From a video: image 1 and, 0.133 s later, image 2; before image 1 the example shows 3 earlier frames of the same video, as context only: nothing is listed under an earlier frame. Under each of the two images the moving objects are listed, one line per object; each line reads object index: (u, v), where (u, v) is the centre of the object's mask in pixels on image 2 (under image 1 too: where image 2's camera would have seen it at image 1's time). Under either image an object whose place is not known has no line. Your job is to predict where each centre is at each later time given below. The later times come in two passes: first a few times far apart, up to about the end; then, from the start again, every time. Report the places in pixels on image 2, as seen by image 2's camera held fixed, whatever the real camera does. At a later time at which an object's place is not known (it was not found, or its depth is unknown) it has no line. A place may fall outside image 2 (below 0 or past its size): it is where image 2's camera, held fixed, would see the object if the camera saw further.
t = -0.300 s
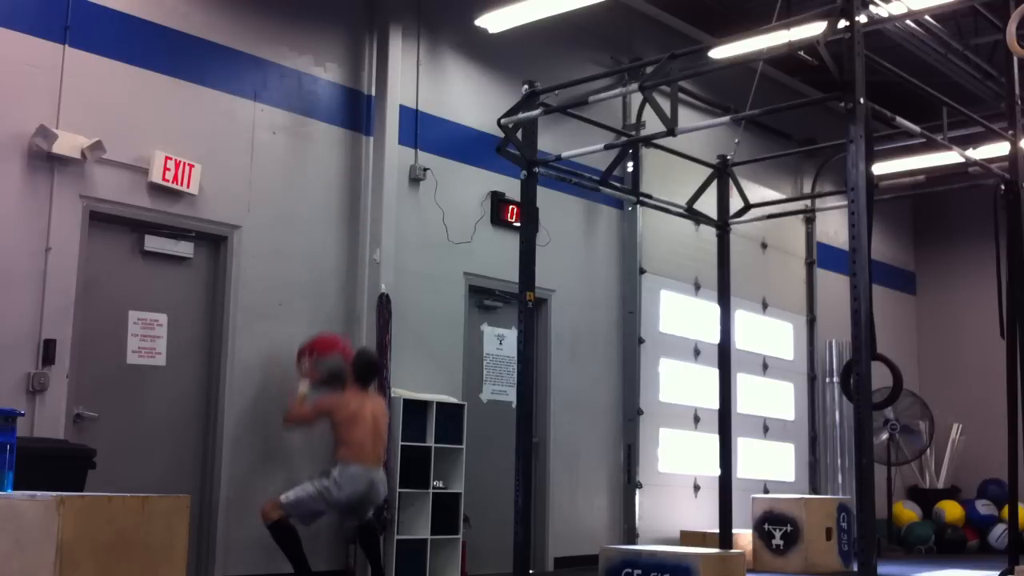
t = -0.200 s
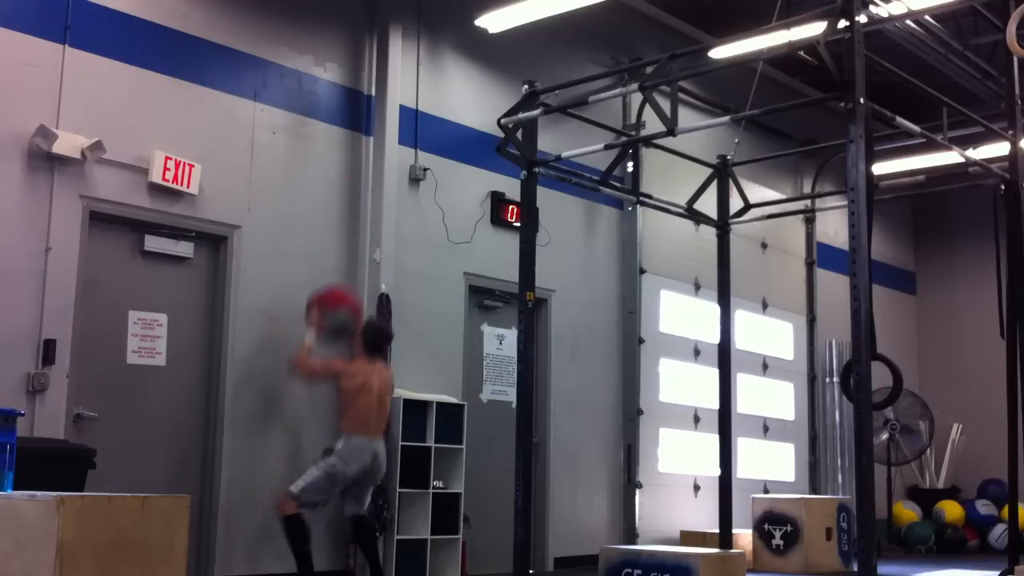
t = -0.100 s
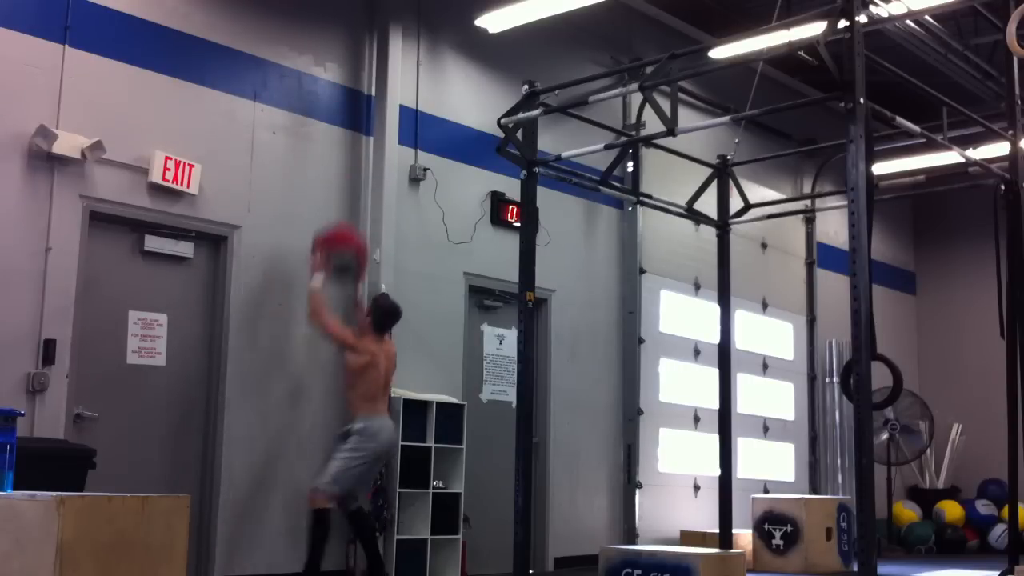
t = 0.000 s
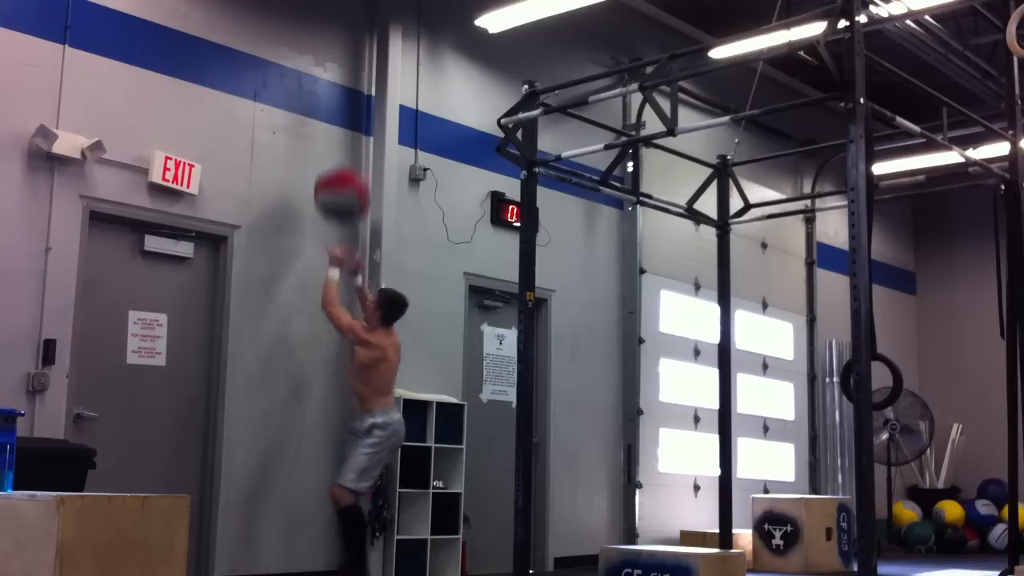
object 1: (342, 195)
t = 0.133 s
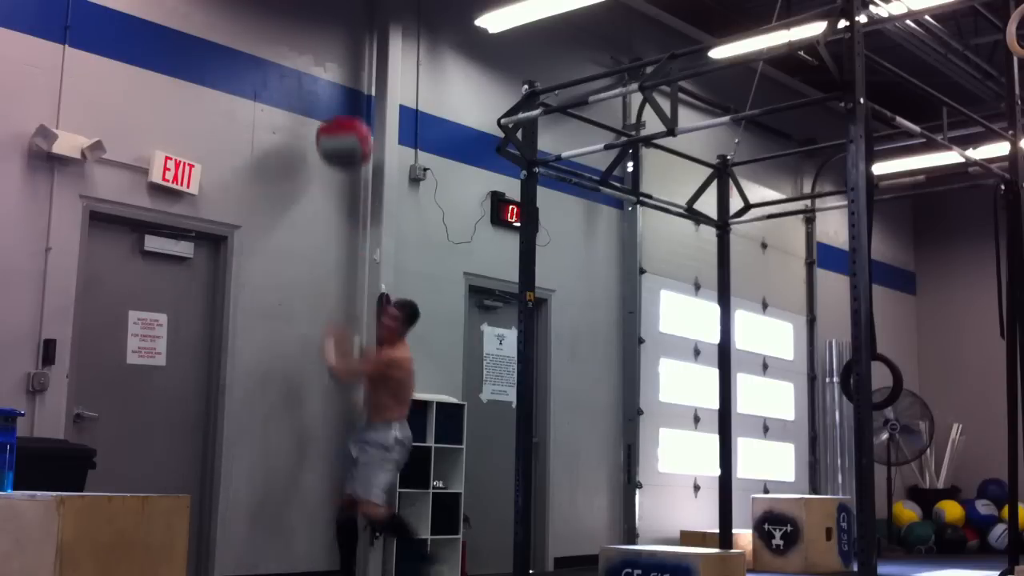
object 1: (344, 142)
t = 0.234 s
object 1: (345, 120)
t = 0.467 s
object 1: (344, 122)
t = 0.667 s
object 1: (341, 187)
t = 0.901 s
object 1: (331, 354)
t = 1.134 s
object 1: (325, 556)
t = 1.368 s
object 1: (335, 492)
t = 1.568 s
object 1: (338, 500)
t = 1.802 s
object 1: (339, 558)
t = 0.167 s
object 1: (345, 133)
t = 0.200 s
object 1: (345, 126)
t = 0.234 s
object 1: (345, 120)
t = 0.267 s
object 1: (345, 115)
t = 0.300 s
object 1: (345, 113)
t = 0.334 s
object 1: (345, 112)
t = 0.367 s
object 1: (345, 112)
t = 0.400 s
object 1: (345, 113)
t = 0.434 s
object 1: (345, 117)
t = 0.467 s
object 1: (344, 122)
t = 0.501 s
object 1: (344, 129)
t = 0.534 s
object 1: (344, 137)
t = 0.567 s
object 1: (343, 148)
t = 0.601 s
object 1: (343, 159)
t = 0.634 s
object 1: (342, 172)
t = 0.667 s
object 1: (341, 187)
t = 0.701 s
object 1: (340, 204)
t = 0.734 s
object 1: (339, 224)
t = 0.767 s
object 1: (337, 246)
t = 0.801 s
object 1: (336, 269)
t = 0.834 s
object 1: (334, 295)
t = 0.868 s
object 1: (332, 325)
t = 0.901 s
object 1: (331, 354)
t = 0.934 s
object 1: (329, 386)
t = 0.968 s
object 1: (328, 421)
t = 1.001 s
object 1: (326, 456)
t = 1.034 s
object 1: (325, 494)
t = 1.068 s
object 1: (324, 531)
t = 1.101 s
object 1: (326, 560)
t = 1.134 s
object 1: (325, 556)
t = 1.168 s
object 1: (327, 548)
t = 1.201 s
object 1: (329, 534)
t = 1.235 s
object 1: (330, 520)
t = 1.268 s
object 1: (332, 511)
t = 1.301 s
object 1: (333, 503)
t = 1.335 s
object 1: (334, 496)
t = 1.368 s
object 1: (335, 492)
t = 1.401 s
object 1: (336, 488)
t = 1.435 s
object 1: (336, 488)
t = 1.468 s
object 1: (337, 488)
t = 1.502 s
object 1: (338, 491)
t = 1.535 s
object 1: (338, 495)
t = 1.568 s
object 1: (338, 500)
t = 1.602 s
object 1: (340, 509)
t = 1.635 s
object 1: (340, 518)
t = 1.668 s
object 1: (340, 530)
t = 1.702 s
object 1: (340, 544)
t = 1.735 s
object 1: (340, 554)
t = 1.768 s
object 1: (340, 560)
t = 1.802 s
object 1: (339, 558)
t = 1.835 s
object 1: (339, 554)
